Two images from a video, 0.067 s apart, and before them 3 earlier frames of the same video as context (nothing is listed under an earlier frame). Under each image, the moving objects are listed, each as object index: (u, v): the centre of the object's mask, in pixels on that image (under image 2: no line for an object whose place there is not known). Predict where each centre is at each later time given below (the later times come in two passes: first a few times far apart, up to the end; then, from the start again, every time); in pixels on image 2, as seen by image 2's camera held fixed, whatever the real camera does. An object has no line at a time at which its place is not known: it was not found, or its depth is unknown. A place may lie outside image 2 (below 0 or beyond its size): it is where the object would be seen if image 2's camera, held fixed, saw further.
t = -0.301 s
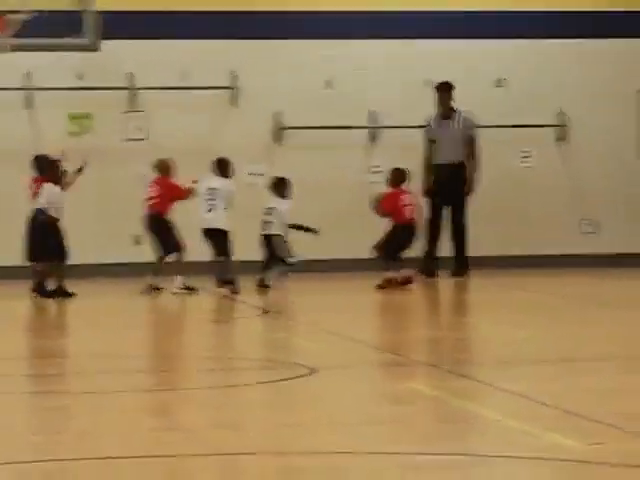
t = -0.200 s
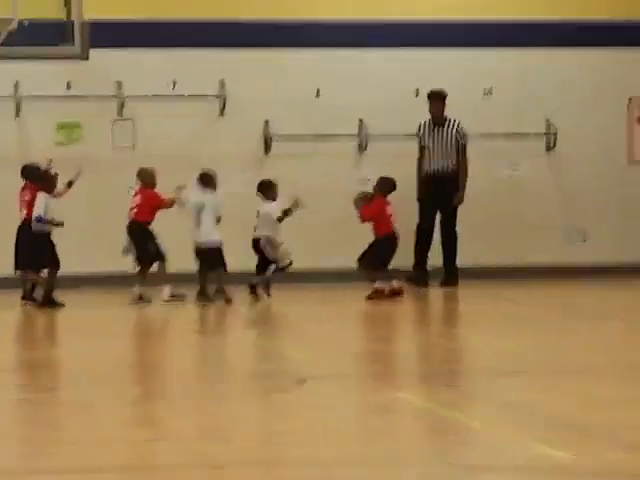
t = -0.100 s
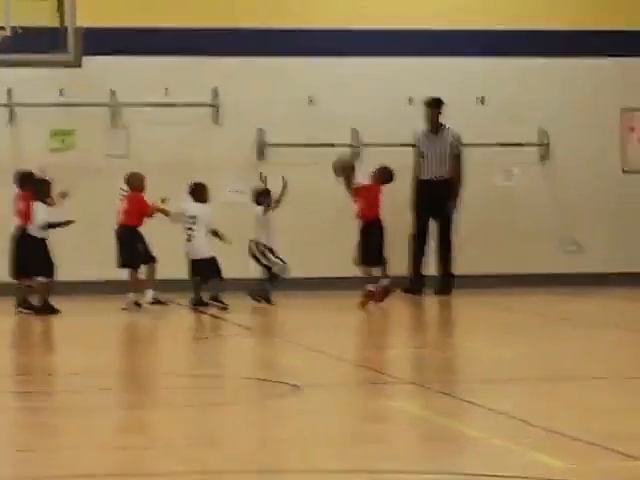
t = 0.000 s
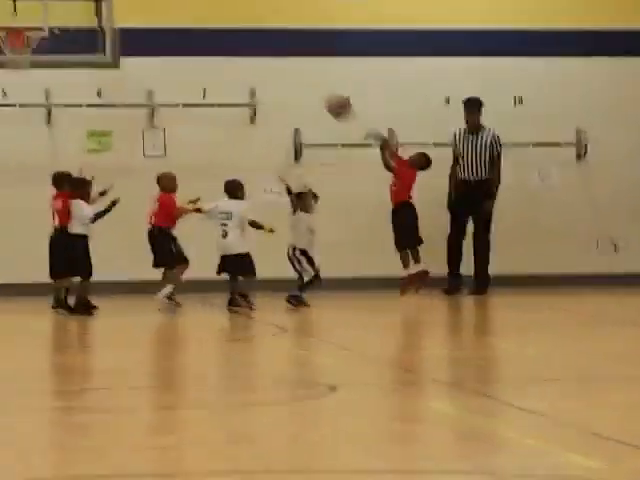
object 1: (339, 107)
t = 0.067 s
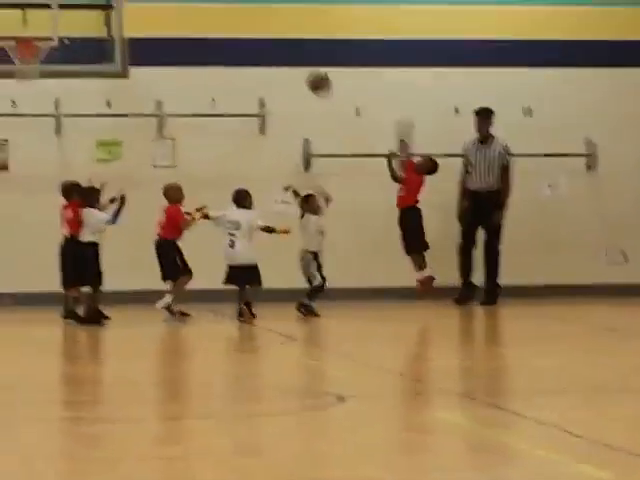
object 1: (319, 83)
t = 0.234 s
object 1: (246, 15)
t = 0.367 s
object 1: (188, -17)
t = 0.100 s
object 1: (304, 64)
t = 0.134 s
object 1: (291, 51)
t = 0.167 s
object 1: (274, 35)
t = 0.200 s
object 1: (261, 26)
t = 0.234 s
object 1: (246, 15)
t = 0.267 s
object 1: (232, 6)
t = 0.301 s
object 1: (218, -3)
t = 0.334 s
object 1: (205, -9)
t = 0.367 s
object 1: (188, -17)
